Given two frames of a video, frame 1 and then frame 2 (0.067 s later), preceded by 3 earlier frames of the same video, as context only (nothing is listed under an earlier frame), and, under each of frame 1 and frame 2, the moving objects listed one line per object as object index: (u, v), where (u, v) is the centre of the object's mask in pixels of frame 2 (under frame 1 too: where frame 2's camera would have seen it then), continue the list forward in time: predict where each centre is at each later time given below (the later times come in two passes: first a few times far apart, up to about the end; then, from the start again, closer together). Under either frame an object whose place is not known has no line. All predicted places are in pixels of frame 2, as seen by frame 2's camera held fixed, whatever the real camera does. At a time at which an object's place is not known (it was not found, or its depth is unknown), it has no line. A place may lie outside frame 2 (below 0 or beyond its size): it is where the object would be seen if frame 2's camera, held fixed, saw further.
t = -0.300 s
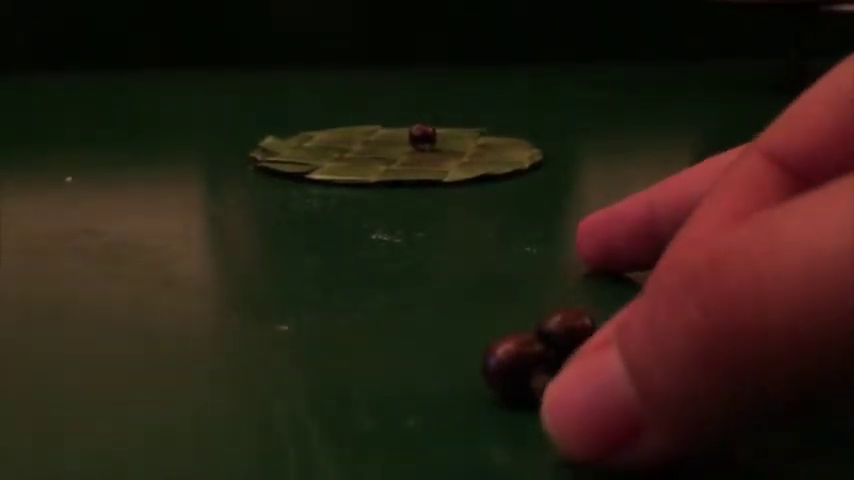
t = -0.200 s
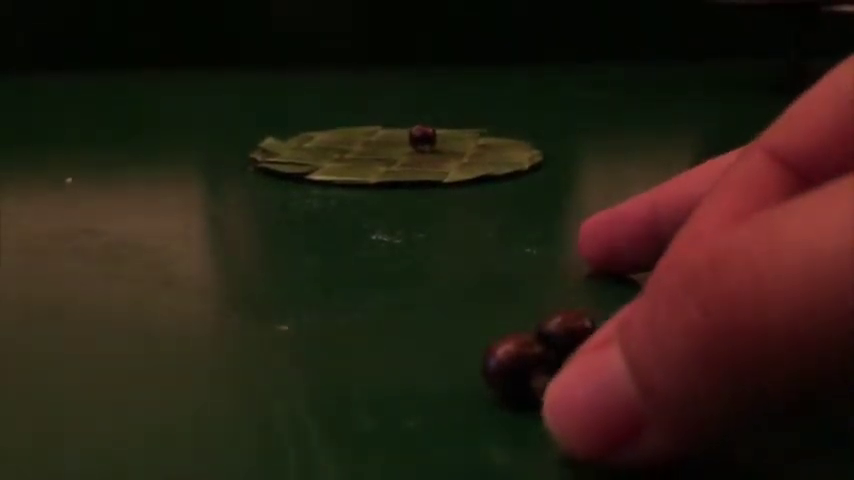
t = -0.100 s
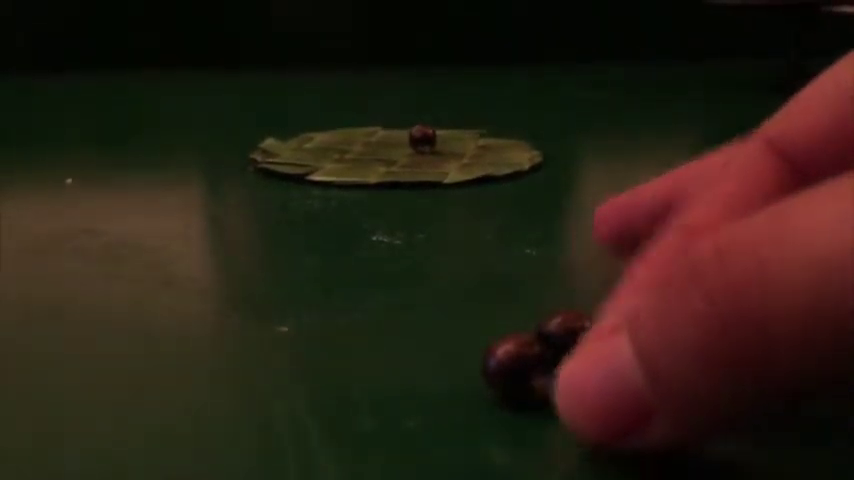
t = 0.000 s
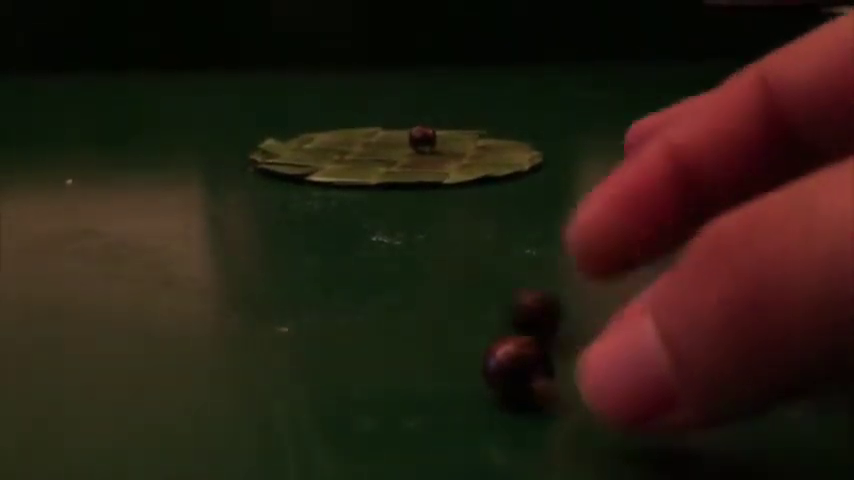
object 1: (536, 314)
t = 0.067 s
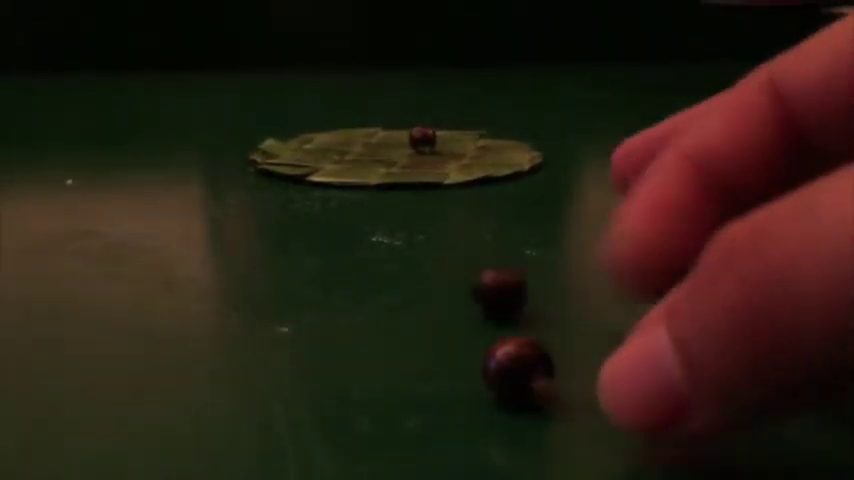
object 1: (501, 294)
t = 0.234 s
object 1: (435, 255)
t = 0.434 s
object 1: (379, 222)
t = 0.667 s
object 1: (352, 196)
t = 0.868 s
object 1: (352, 182)
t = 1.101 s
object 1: (328, 177)
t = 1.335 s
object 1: (317, 179)
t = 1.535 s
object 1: (316, 179)
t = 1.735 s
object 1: (316, 178)
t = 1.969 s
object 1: (316, 179)
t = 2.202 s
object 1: (316, 179)
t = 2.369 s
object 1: (316, 179)
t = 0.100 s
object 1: (489, 285)
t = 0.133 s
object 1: (476, 277)
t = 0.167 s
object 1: (460, 270)
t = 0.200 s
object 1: (446, 262)
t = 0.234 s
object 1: (435, 255)
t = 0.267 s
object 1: (424, 248)
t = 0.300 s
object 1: (412, 243)
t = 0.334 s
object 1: (401, 236)
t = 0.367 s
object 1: (391, 232)
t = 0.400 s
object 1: (385, 225)
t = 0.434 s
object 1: (379, 222)
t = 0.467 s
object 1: (371, 217)
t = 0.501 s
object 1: (364, 214)
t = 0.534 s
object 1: (359, 210)
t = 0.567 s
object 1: (356, 206)
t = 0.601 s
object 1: (357, 203)
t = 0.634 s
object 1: (354, 199)
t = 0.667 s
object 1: (352, 196)
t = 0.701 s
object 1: (350, 193)
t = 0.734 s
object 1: (350, 191)
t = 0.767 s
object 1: (352, 190)
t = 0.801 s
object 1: (353, 187)
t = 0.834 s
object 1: (354, 184)
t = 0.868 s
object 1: (352, 182)
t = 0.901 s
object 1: (349, 179)
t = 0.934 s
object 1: (346, 179)
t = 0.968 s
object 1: (343, 178)
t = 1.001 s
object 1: (338, 177)
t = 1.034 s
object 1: (335, 178)
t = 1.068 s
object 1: (332, 177)
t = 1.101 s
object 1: (328, 177)
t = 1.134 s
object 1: (323, 177)
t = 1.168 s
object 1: (319, 179)
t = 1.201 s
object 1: (317, 179)
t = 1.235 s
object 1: (317, 179)
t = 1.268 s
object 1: (319, 178)
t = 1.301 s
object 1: (317, 179)
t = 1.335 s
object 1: (317, 179)
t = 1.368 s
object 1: (317, 179)
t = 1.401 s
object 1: (317, 179)
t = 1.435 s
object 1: (316, 179)
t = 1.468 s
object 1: (316, 178)
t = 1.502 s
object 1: (316, 178)
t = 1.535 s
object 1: (316, 179)
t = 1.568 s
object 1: (316, 178)
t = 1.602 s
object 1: (316, 178)
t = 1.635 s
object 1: (316, 178)
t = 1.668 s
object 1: (316, 179)
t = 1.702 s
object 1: (316, 178)
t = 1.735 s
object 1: (316, 178)
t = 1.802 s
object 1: (316, 178)
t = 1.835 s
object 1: (316, 178)
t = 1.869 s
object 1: (316, 178)
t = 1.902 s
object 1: (316, 178)
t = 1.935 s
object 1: (316, 179)
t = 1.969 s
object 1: (316, 179)
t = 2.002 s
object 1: (315, 179)
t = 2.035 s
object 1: (315, 179)
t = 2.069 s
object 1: (316, 178)
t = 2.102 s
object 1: (316, 179)
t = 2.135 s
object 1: (315, 179)
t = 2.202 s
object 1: (316, 179)
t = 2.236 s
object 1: (316, 179)
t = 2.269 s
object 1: (316, 179)
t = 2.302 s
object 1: (316, 179)
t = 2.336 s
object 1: (315, 179)
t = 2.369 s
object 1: (316, 179)
